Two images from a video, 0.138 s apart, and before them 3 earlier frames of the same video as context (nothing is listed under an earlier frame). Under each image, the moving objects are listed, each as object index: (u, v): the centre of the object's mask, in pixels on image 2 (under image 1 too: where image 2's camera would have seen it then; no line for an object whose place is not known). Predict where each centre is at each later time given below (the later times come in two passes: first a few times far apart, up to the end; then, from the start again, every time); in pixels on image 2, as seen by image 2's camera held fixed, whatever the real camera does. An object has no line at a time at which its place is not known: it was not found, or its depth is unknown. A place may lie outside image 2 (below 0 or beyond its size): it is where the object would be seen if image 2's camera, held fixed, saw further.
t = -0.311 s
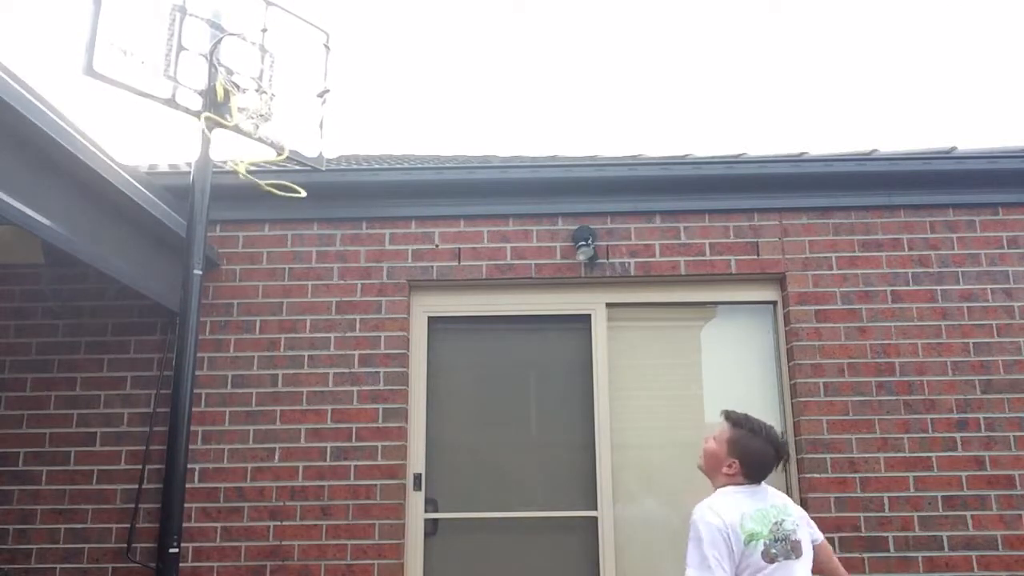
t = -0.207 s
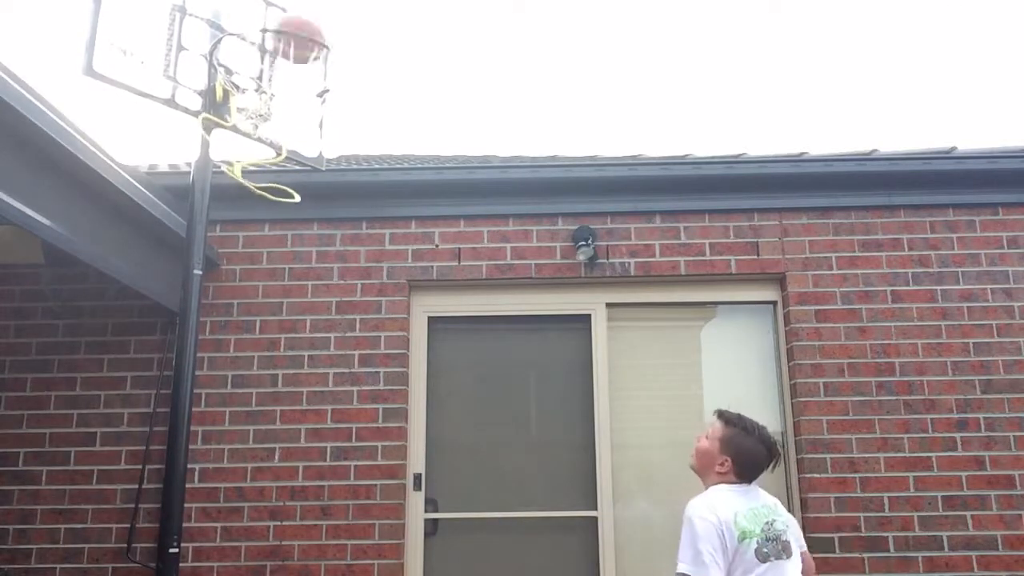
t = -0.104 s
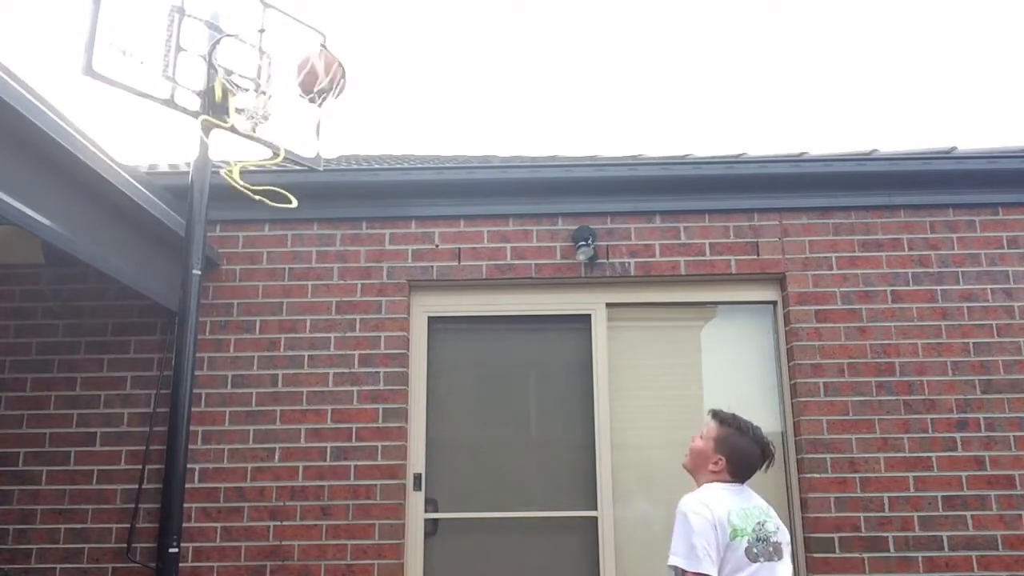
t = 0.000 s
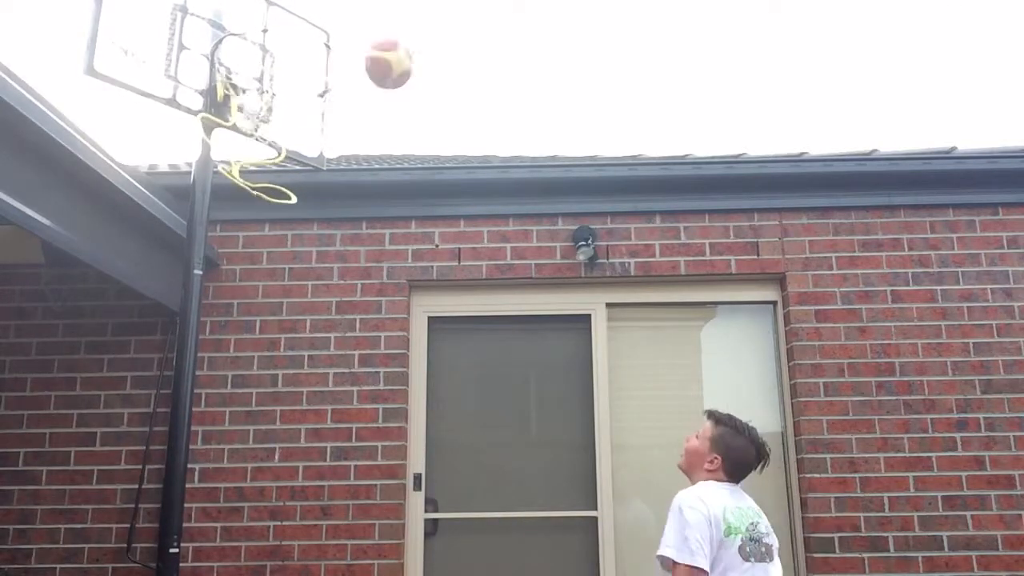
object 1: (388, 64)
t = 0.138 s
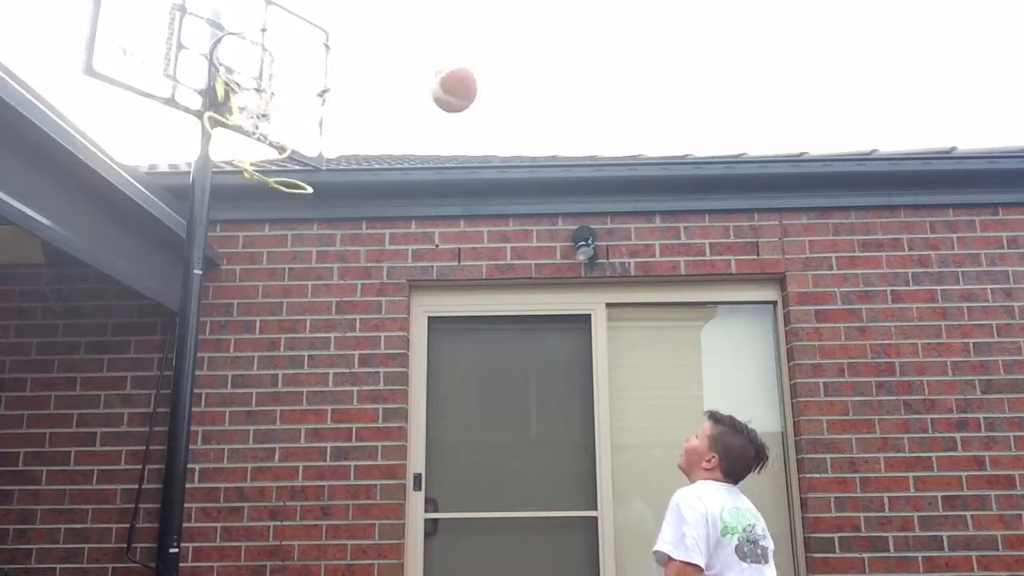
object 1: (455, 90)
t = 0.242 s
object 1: (500, 133)
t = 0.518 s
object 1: (626, 344)
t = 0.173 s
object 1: (469, 101)
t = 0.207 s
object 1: (485, 115)
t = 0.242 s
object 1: (500, 133)
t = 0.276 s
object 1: (516, 153)
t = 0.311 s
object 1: (531, 173)
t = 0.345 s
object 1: (546, 192)
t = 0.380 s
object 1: (561, 217)
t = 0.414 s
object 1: (577, 243)
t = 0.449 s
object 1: (593, 275)
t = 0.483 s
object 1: (610, 308)
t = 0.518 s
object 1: (626, 344)
